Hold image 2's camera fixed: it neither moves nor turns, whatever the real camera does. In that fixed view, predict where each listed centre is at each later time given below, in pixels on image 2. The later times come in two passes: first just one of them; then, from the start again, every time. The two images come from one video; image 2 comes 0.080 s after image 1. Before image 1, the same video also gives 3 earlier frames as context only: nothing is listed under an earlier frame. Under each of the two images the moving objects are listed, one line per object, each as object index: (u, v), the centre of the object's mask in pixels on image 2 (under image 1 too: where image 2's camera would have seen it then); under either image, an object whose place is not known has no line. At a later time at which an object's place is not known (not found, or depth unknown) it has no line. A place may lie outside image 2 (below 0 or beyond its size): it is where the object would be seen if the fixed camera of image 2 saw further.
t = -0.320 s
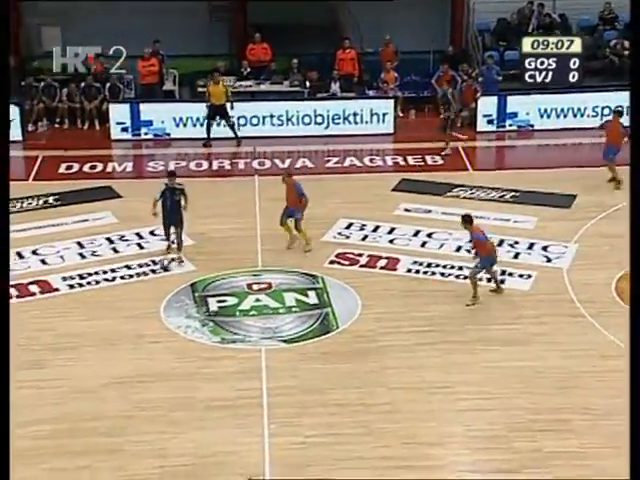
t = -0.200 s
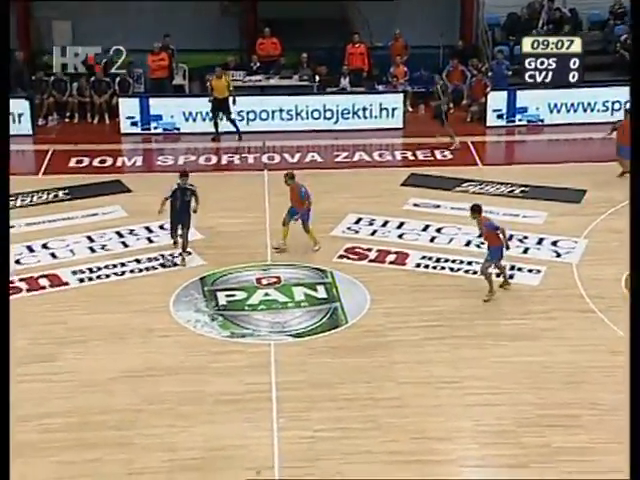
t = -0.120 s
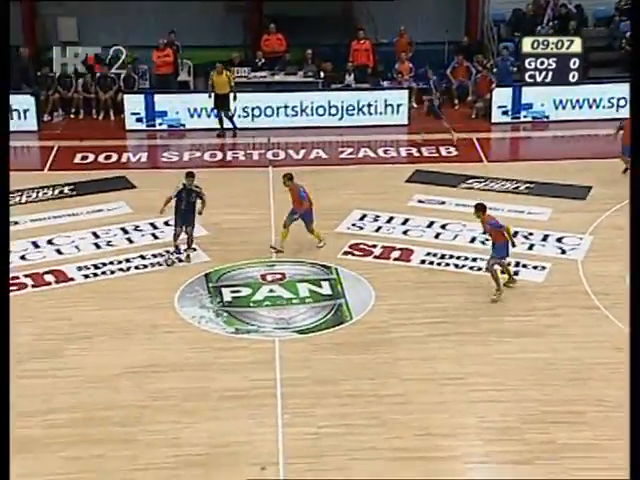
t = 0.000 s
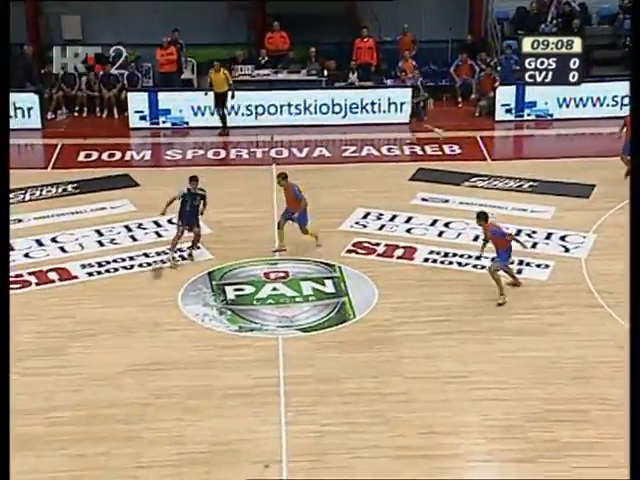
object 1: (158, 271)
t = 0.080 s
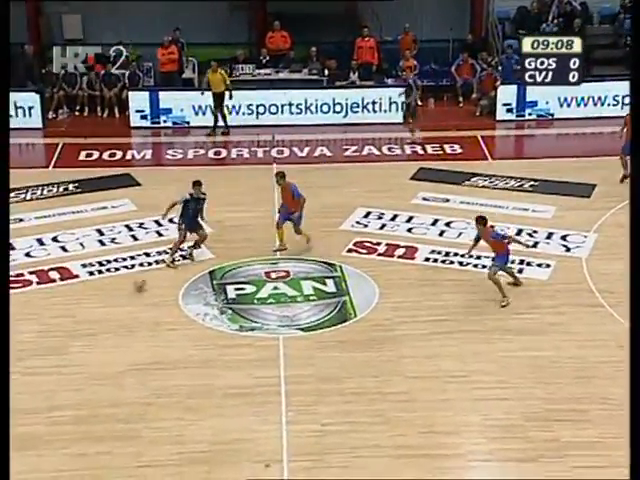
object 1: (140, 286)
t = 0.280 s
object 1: (92, 323)
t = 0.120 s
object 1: (130, 294)
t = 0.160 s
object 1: (120, 301)
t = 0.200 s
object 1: (111, 308)
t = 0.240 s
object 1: (101, 315)
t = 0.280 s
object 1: (92, 323)
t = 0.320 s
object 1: (82, 333)
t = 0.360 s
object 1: (73, 338)
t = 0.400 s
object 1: (64, 343)
